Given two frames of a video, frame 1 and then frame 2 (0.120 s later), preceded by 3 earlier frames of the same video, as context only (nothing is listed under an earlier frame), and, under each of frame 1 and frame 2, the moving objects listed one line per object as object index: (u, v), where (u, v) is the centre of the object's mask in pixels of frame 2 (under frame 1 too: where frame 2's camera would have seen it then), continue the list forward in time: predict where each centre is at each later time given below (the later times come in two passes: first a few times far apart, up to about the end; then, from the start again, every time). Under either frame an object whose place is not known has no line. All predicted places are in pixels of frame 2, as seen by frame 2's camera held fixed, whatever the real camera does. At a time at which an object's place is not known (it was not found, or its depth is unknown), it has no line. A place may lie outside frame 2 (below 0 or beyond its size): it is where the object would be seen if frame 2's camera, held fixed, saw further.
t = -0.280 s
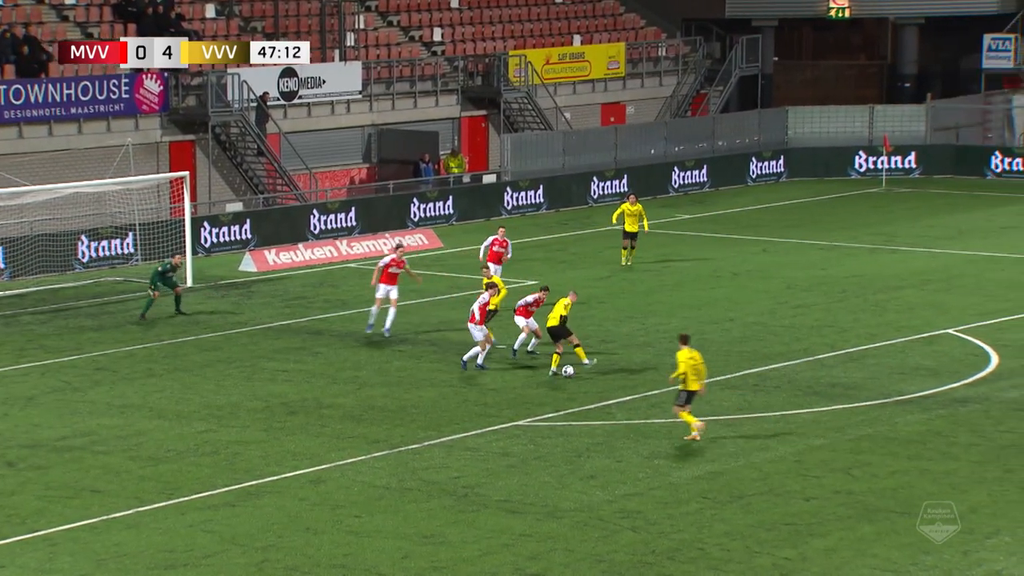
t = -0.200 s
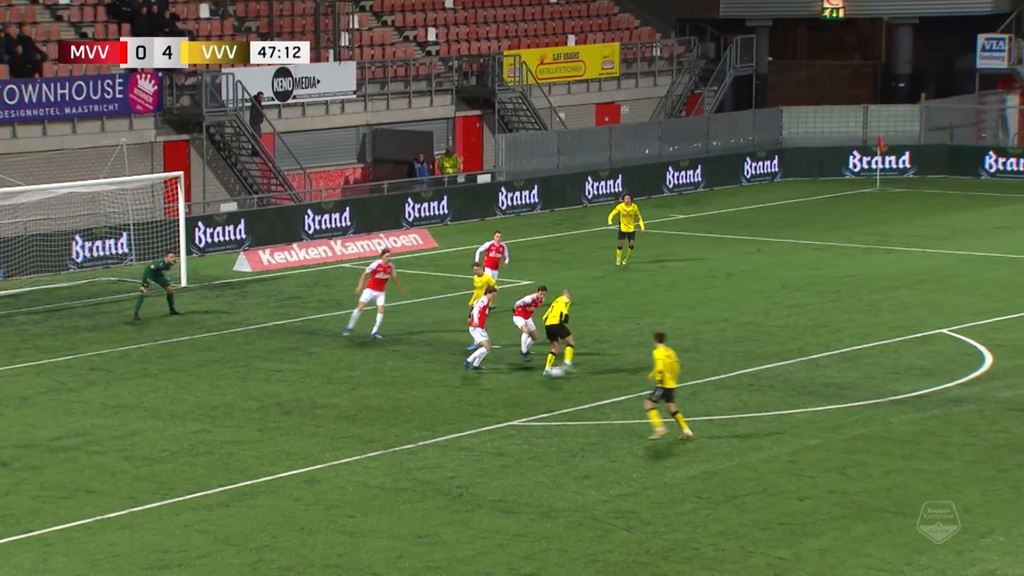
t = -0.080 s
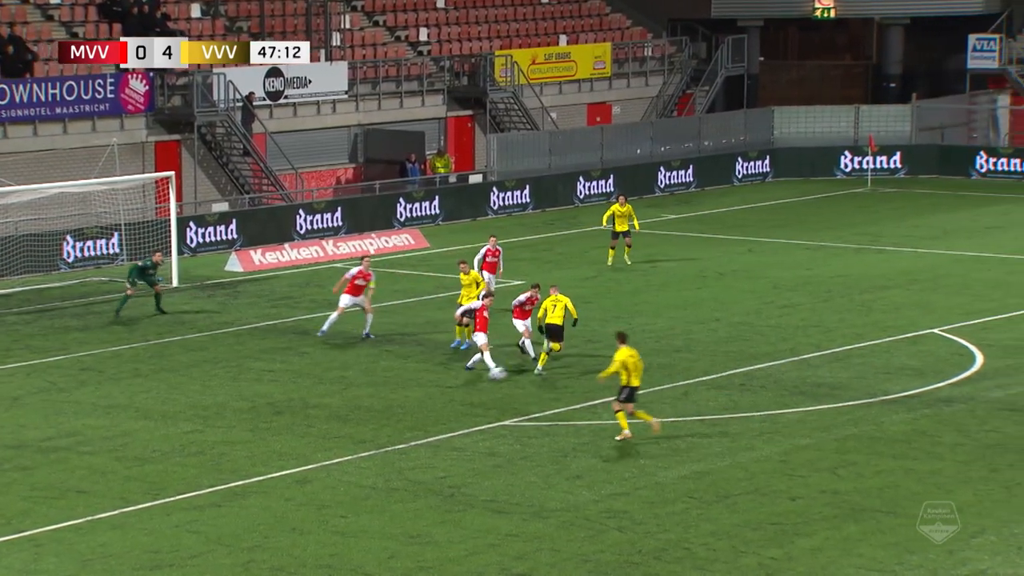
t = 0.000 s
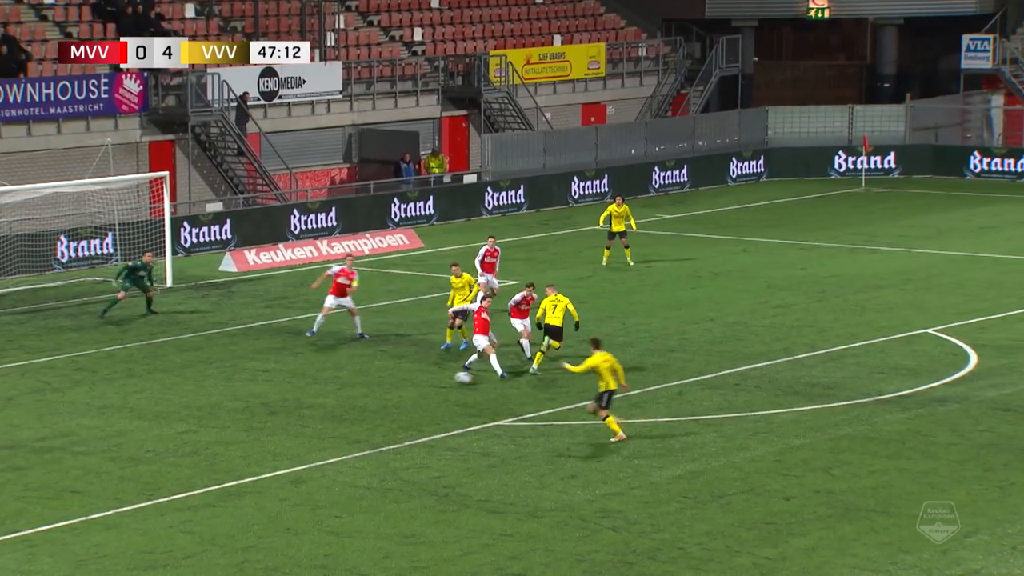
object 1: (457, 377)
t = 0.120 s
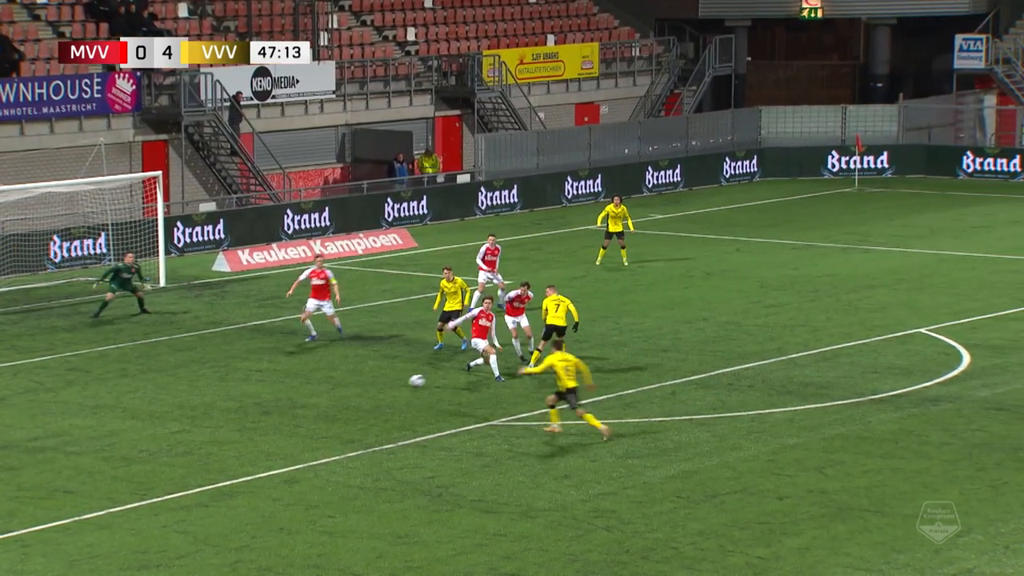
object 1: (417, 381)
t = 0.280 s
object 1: (369, 385)
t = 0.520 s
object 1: (302, 394)
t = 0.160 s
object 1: (403, 384)
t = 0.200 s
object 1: (391, 385)
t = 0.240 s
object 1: (380, 385)
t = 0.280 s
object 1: (369, 385)
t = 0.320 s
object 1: (357, 388)
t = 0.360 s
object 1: (346, 390)
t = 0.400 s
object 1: (335, 391)
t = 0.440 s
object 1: (324, 392)
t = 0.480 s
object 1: (313, 394)
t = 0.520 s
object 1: (302, 394)
